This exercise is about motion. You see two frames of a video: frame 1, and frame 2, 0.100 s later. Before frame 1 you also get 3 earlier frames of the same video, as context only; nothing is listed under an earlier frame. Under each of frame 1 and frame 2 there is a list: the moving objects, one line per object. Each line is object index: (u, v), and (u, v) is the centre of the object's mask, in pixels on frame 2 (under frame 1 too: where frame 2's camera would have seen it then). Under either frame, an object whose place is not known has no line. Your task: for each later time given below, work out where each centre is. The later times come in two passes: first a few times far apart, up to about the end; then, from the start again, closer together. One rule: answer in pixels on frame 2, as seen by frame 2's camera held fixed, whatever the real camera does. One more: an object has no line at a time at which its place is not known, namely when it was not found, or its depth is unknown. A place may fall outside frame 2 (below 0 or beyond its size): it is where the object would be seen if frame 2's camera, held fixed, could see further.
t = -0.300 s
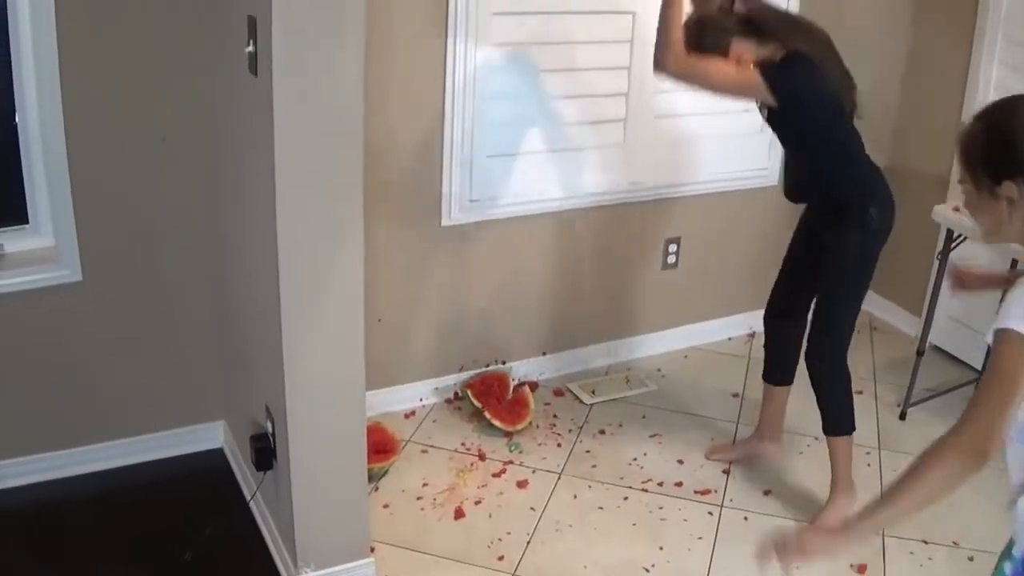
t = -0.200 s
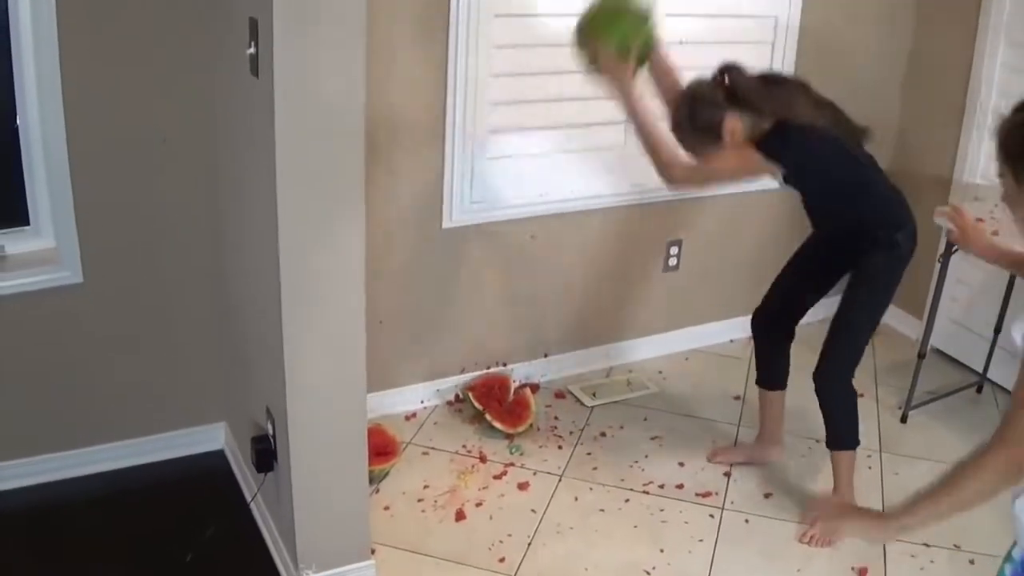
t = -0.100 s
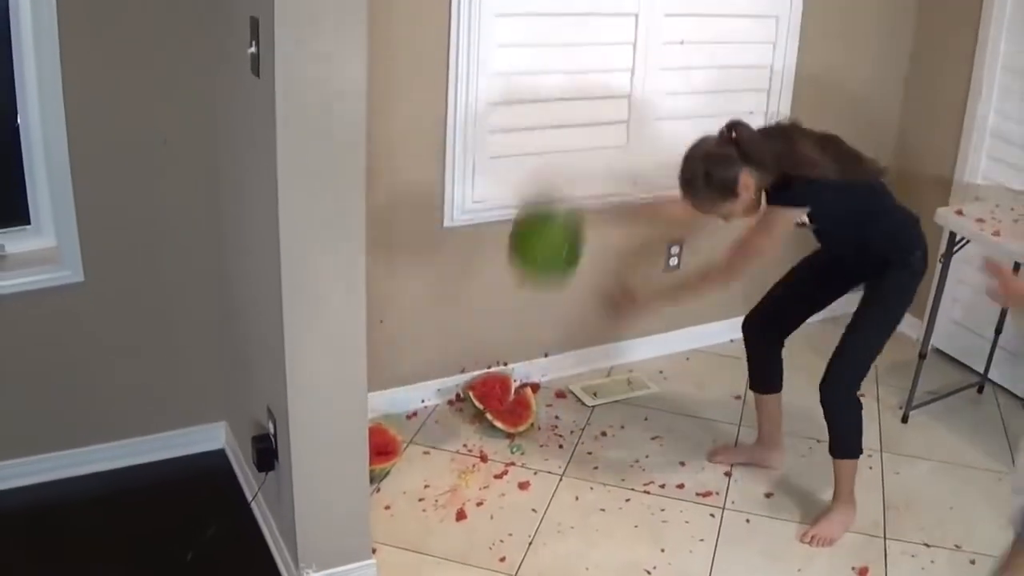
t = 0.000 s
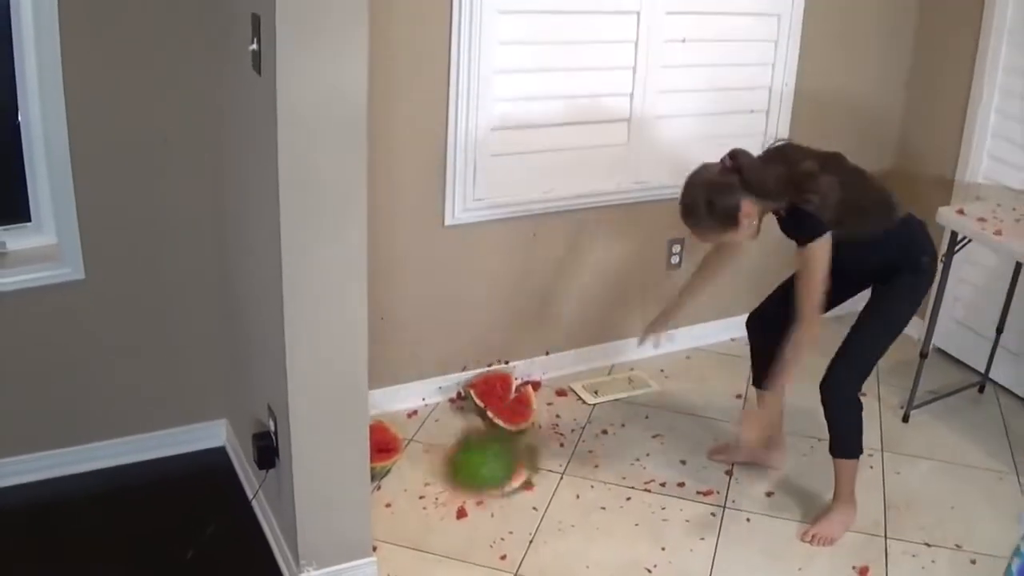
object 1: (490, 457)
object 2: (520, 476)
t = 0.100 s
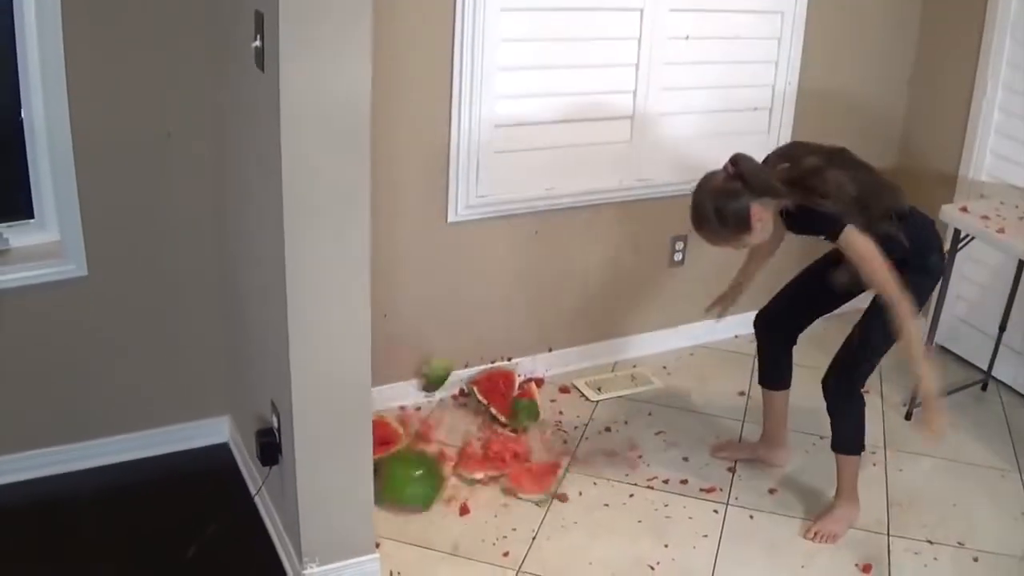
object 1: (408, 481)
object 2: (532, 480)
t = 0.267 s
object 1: (402, 483)
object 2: (573, 495)
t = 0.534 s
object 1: (456, 502)
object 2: (598, 502)
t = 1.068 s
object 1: (472, 504)
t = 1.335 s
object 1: (472, 504)
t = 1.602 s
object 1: (472, 503)
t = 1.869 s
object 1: (472, 503)
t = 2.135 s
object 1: (472, 503)
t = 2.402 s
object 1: (472, 503)
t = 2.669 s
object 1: (472, 503)
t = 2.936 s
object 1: (472, 503)
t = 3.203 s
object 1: (472, 503)
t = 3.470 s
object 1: (472, 503)
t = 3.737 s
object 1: (472, 503)
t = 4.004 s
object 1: (472, 503)
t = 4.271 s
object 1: (472, 503)
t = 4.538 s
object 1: (473, 503)
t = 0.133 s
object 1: (395, 489)
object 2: (538, 483)
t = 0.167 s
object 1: (388, 494)
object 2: (551, 488)
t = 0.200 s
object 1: (393, 487)
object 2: (559, 491)
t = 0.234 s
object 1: (397, 483)
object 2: (567, 493)
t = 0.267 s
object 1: (402, 483)
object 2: (573, 495)
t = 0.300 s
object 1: (408, 485)
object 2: (577, 499)
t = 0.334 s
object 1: (417, 489)
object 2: (581, 502)
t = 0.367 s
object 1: (425, 495)
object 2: (585, 503)
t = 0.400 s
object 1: (431, 499)
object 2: (587, 502)
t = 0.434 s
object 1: (439, 499)
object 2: (591, 502)
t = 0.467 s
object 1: (445, 501)
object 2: (595, 501)
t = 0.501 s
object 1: (451, 502)
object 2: (598, 502)
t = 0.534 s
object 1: (456, 502)
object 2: (598, 502)
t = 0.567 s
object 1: (460, 503)
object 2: (597, 502)
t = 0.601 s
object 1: (464, 503)
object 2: (597, 502)
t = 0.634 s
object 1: (467, 503)
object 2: (597, 501)
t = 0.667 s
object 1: (470, 504)
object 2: (597, 500)
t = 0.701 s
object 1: (471, 504)
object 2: (598, 499)
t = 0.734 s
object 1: (471, 504)
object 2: (598, 497)
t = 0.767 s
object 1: (471, 504)
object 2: (600, 496)
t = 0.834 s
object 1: (472, 504)
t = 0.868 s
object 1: (472, 504)
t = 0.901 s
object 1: (472, 504)
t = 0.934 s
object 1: (472, 504)
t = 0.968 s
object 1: (472, 504)
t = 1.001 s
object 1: (472, 504)
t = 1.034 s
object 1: (472, 504)
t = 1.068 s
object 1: (472, 504)
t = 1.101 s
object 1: (472, 504)
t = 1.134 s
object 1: (472, 504)
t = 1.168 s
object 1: (472, 504)
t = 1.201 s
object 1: (472, 504)
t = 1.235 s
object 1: (472, 504)
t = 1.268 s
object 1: (472, 504)
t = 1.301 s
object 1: (472, 504)
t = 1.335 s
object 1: (472, 504)
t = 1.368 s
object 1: (472, 503)
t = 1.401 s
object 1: (472, 503)
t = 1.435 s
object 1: (472, 503)
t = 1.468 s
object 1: (472, 503)
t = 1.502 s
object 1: (472, 503)
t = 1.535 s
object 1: (472, 503)
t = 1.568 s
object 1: (472, 503)
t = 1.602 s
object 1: (472, 503)
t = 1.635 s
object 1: (472, 503)
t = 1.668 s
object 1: (472, 503)
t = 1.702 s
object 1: (472, 503)
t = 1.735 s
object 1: (472, 503)
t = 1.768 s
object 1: (472, 503)
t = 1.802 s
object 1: (472, 503)
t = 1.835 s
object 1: (472, 503)
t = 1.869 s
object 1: (472, 503)
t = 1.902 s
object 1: (472, 503)
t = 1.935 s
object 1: (472, 503)
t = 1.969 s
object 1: (472, 503)
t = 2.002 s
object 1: (472, 503)
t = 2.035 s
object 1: (472, 503)
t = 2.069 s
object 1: (472, 503)
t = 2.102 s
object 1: (472, 503)
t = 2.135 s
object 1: (472, 503)
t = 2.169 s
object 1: (472, 503)
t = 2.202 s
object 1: (472, 503)
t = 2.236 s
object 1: (472, 503)
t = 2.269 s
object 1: (472, 503)
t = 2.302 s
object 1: (472, 503)
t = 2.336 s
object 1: (472, 503)
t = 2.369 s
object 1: (472, 503)
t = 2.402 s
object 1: (472, 503)
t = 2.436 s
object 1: (472, 503)
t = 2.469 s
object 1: (472, 503)
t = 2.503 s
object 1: (472, 503)
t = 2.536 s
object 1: (472, 503)
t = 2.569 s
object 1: (472, 503)
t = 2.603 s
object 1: (472, 503)
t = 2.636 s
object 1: (472, 503)
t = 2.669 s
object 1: (472, 503)
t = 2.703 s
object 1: (472, 503)
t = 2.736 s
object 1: (472, 503)
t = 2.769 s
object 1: (472, 503)
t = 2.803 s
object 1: (472, 503)
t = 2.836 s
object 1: (472, 503)
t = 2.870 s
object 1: (472, 503)
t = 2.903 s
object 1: (472, 503)
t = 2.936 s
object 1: (472, 503)
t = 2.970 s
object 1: (472, 503)
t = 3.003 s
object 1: (472, 503)
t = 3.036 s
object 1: (472, 503)
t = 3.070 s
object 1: (472, 503)
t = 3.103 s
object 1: (472, 503)
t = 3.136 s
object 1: (472, 503)
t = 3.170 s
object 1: (472, 503)
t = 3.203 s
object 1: (472, 503)
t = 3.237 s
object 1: (472, 503)
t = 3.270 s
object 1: (472, 503)
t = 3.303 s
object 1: (472, 503)
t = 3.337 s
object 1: (472, 503)
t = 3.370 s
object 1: (472, 503)
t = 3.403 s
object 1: (472, 503)
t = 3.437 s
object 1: (472, 503)
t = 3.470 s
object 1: (472, 503)
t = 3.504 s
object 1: (472, 503)
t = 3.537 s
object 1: (472, 503)
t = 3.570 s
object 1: (472, 503)
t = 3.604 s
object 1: (472, 503)
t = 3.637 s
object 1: (472, 503)
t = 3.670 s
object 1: (472, 503)
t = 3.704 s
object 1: (472, 503)
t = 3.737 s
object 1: (472, 503)
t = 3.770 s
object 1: (472, 503)
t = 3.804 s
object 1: (472, 503)
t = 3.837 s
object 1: (472, 503)
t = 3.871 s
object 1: (472, 503)
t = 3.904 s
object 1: (472, 503)
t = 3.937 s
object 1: (472, 503)
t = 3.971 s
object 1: (472, 503)
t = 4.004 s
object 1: (472, 503)
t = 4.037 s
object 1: (472, 503)
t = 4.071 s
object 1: (472, 503)
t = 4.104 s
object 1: (472, 503)
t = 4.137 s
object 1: (472, 503)
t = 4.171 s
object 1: (472, 503)
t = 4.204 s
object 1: (472, 503)
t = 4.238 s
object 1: (472, 503)
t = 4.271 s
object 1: (472, 503)
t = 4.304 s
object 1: (472, 503)
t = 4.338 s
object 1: (473, 503)
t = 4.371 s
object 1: (473, 503)
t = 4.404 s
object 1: (473, 503)
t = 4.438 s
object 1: (473, 503)
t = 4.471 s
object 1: (473, 503)
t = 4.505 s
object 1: (473, 503)
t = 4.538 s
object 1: (473, 503)
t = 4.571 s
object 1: (473, 503)
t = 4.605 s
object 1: (473, 503)
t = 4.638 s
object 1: (473, 503)
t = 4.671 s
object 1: (473, 503)
